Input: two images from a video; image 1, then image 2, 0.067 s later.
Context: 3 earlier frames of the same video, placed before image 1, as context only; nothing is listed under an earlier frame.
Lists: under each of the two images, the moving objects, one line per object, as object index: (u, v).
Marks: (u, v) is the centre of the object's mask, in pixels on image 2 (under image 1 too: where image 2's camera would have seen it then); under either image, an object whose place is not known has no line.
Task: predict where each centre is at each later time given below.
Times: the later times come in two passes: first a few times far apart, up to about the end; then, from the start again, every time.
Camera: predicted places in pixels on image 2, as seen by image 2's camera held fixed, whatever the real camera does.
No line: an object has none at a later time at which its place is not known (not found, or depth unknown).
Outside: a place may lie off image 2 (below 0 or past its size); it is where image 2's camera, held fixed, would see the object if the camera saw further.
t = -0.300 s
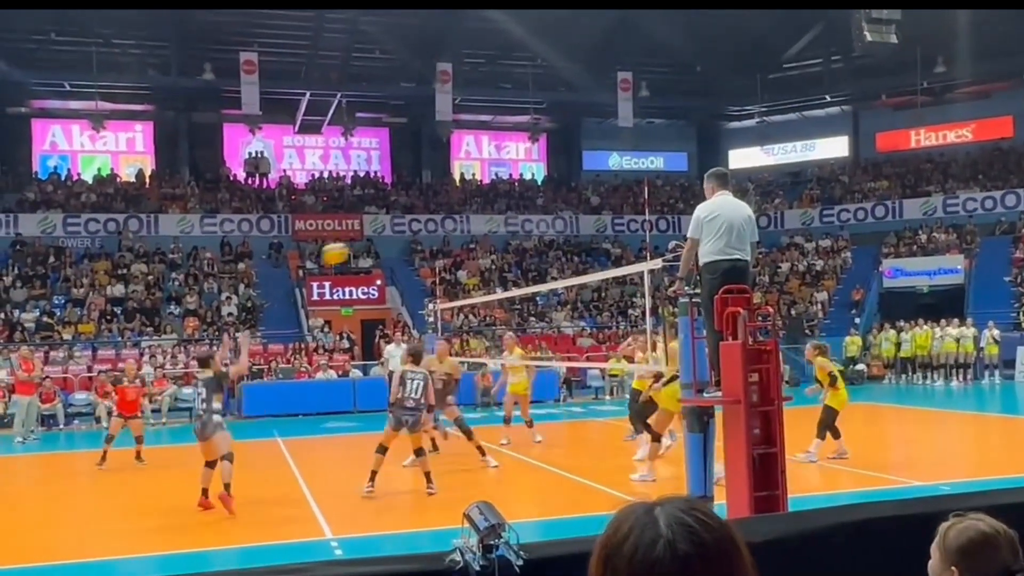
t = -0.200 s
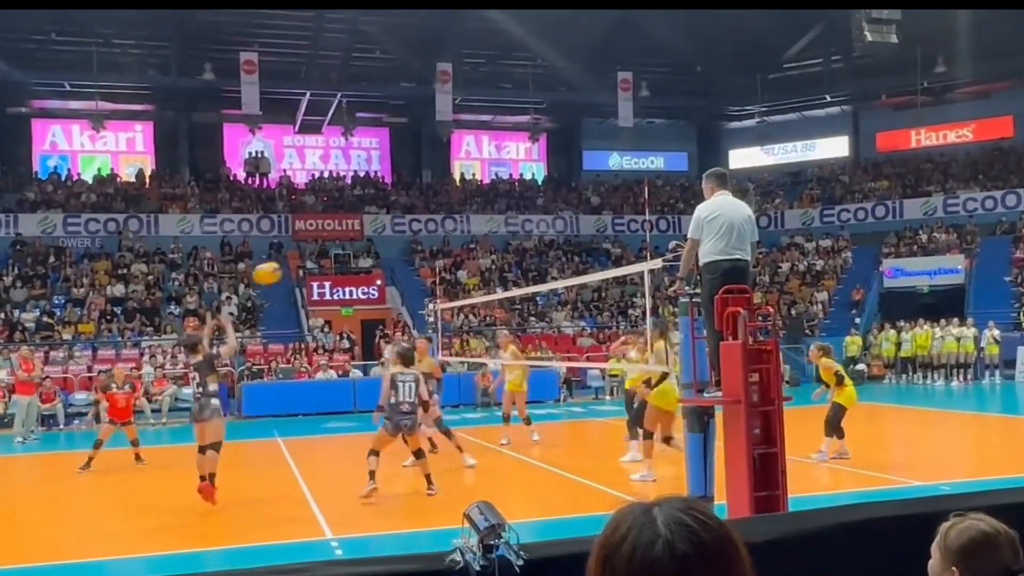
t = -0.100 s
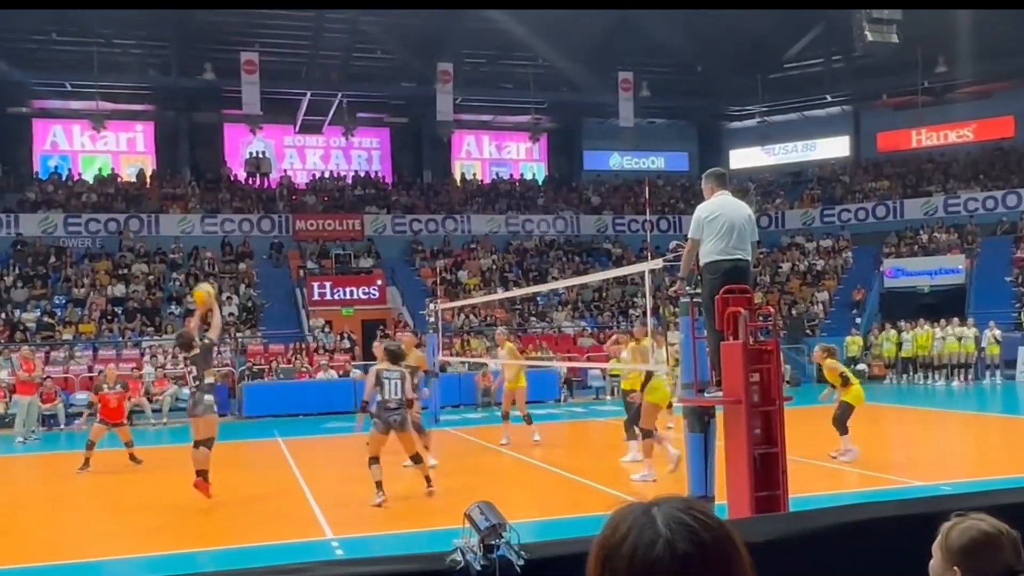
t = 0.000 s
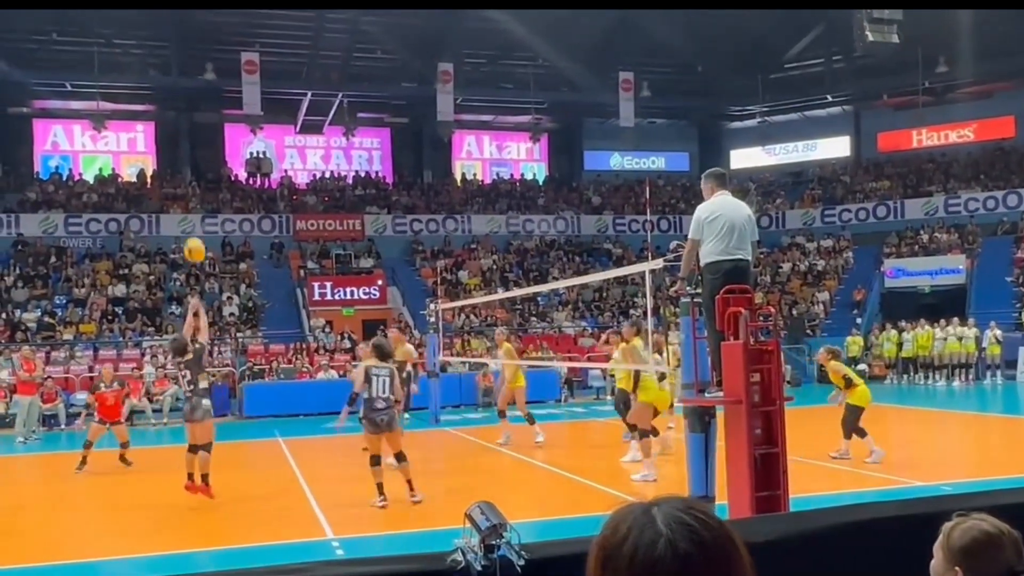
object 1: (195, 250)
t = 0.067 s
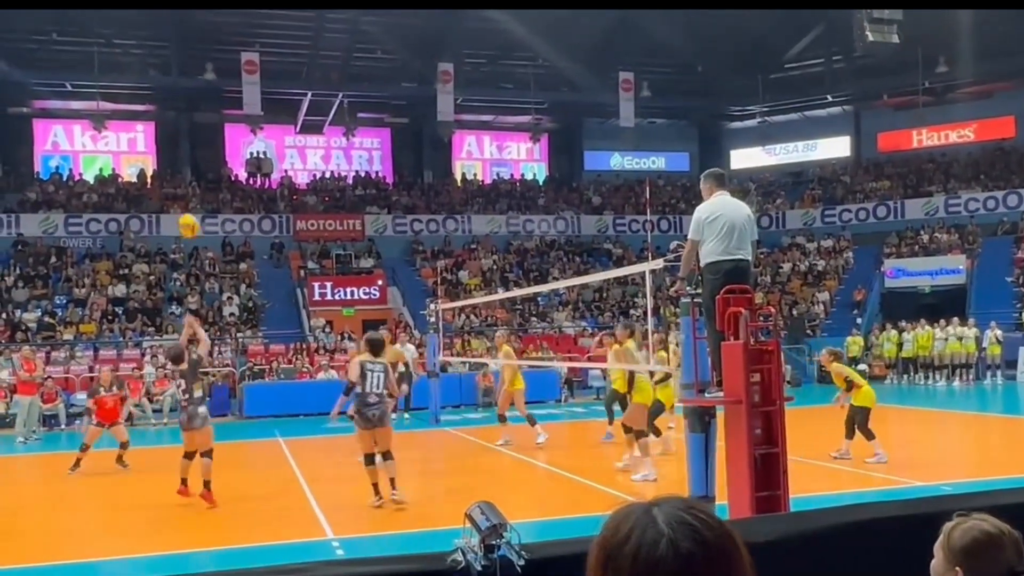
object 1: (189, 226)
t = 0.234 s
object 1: (175, 184)
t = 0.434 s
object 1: (161, 169)
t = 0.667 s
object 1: (146, 194)
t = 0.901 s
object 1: (135, 260)
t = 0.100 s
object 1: (186, 216)
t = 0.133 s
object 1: (183, 206)
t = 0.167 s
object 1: (180, 198)
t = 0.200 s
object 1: (178, 190)
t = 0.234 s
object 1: (175, 184)
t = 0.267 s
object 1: (173, 179)
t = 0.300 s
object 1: (170, 175)
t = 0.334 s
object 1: (168, 172)
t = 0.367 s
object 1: (165, 170)
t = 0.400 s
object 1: (163, 169)
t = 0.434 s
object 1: (161, 169)
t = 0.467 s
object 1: (159, 170)
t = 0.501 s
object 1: (157, 172)
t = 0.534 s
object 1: (155, 175)
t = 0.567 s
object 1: (153, 178)
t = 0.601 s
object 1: (150, 182)
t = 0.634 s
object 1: (148, 188)
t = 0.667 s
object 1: (146, 194)
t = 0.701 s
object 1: (144, 201)
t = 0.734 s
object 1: (143, 209)
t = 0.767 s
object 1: (141, 217)
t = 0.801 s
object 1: (140, 227)
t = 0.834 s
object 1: (138, 237)
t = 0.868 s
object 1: (137, 248)
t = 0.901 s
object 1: (135, 260)
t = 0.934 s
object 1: (134, 272)
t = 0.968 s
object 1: (133, 285)
